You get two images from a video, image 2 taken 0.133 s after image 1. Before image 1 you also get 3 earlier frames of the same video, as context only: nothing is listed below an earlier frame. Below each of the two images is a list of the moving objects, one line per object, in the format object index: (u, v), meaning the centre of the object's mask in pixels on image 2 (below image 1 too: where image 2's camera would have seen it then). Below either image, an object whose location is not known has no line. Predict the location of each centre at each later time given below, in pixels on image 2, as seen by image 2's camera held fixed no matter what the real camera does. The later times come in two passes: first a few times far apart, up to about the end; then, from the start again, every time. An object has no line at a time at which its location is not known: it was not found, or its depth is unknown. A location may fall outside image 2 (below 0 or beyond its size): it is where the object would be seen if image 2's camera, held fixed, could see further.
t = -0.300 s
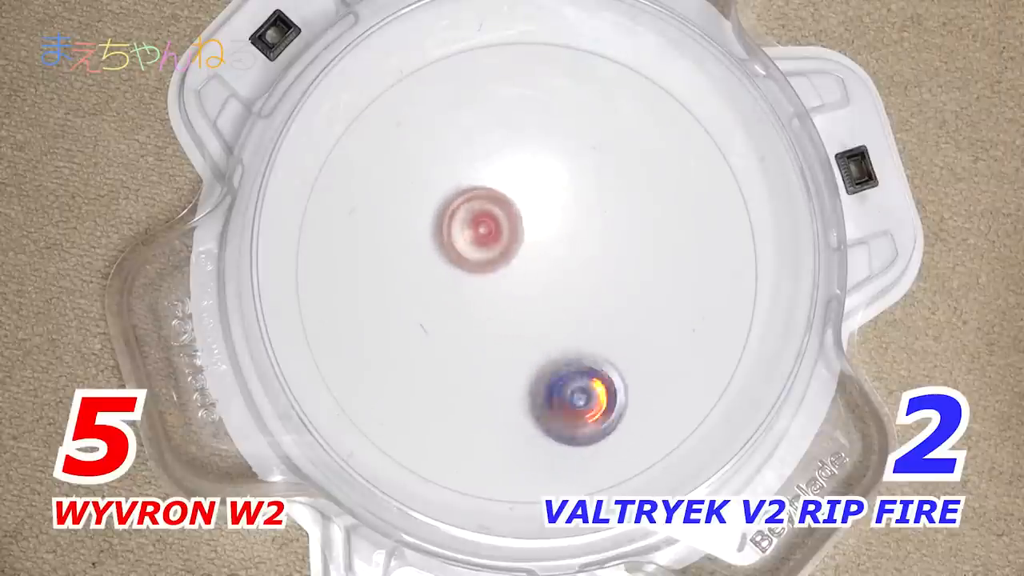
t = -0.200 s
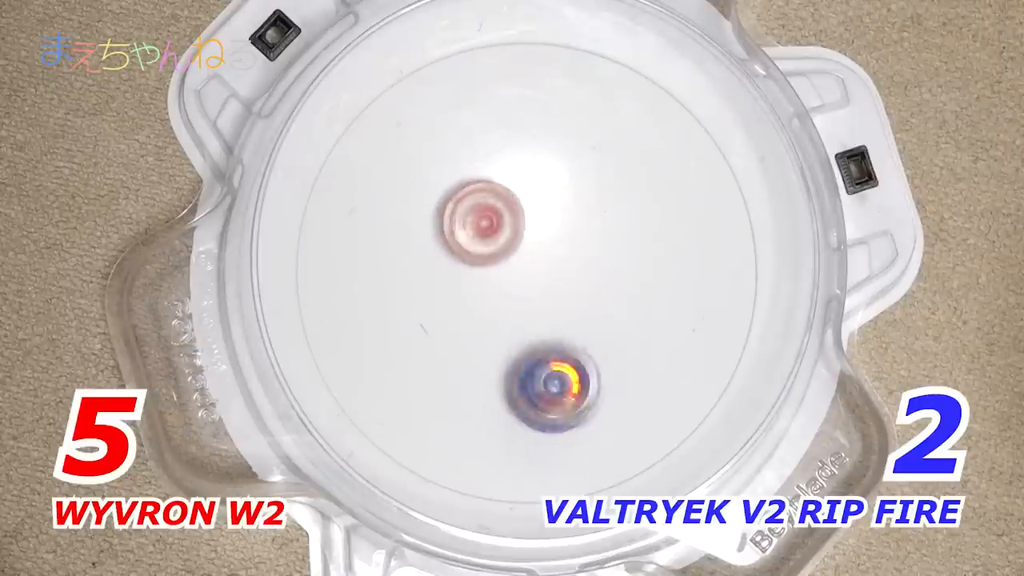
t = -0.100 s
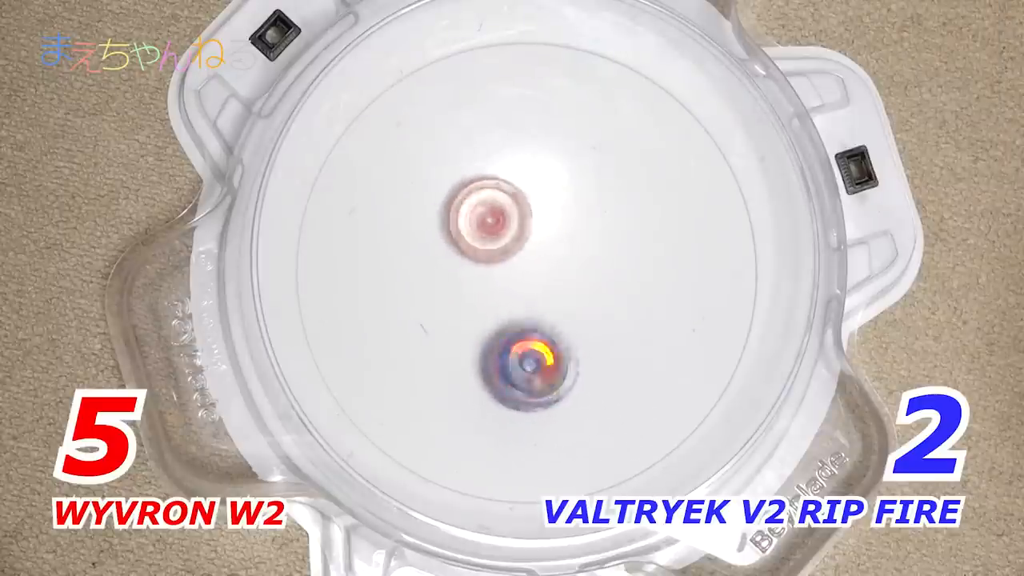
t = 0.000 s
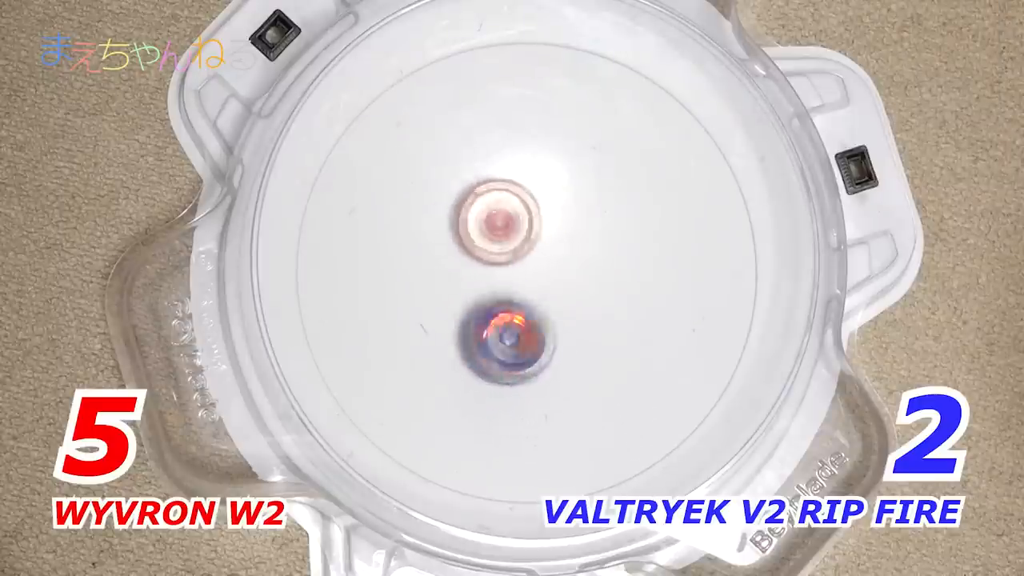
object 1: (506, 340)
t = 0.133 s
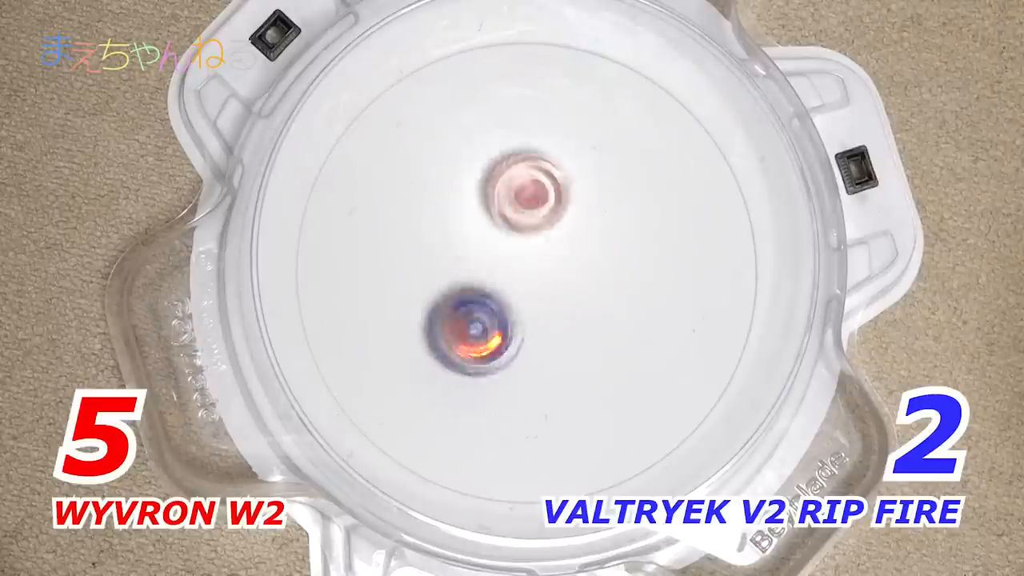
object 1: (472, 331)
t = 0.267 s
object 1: (451, 304)
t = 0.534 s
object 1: (456, 239)
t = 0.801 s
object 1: (473, 177)
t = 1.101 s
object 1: (503, 178)
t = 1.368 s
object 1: (543, 235)
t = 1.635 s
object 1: (564, 293)
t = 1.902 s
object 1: (545, 345)
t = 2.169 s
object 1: (506, 351)
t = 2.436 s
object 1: (461, 303)
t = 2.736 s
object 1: (460, 253)
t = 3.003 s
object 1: (510, 194)
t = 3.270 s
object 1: (570, 215)
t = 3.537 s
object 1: (620, 234)
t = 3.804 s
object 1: (580, 284)
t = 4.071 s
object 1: (574, 344)
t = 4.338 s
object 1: (566, 323)
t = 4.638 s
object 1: (551, 371)
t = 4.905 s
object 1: (567, 332)
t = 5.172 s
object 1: (541, 336)
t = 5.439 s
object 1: (549, 331)
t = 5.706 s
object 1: (544, 350)
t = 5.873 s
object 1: (536, 354)
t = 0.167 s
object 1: (464, 328)
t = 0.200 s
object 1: (456, 321)
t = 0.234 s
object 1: (453, 314)
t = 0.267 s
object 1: (451, 304)
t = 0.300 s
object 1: (449, 297)
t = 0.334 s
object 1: (447, 288)
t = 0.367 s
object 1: (447, 281)
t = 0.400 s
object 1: (447, 272)
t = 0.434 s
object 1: (448, 263)
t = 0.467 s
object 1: (450, 255)
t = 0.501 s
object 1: (454, 246)
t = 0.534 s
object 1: (456, 239)
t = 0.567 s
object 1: (461, 231)
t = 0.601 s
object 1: (466, 224)
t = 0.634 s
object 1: (472, 217)
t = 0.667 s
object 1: (477, 211)
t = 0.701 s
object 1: (474, 199)
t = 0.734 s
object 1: (472, 190)
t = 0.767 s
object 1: (472, 183)
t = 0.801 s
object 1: (473, 177)
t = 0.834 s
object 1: (474, 171)
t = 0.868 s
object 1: (475, 166)
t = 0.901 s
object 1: (478, 163)
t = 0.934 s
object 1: (479, 161)
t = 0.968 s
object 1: (484, 162)
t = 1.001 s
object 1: (488, 163)
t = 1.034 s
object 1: (492, 168)
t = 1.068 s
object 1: (498, 172)
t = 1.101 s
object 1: (503, 178)
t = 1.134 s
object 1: (509, 184)
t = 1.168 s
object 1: (513, 189)
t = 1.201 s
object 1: (519, 198)
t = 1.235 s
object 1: (524, 203)
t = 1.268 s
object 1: (529, 212)
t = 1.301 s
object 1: (533, 219)
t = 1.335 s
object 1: (536, 227)
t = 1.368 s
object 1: (543, 235)
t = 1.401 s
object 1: (548, 242)
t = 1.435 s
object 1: (552, 248)
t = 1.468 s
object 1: (555, 256)
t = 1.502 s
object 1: (559, 263)
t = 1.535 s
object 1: (561, 271)
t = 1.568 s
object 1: (563, 278)
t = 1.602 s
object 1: (563, 286)
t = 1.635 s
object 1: (564, 293)
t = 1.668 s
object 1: (564, 301)
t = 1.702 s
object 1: (563, 308)
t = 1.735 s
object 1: (561, 315)
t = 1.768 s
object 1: (560, 322)
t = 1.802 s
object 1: (556, 329)
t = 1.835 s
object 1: (553, 334)
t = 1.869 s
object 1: (549, 340)
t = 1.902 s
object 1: (545, 345)
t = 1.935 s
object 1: (540, 349)
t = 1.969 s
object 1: (536, 353)
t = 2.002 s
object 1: (530, 355)
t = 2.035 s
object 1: (525, 357)
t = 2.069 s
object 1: (519, 357)
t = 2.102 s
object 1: (515, 357)
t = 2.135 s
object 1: (510, 354)
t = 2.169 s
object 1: (506, 351)
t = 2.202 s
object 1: (500, 347)
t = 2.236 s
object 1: (497, 343)
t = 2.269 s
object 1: (492, 337)
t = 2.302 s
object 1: (490, 332)
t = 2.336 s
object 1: (486, 325)
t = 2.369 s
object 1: (478, 318)
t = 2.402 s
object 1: (467, 309)
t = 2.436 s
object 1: (461, 303)
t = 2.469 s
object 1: (458, 300)
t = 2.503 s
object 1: (455, 295)
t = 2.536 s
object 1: (452, 289)
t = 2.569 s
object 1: (451, 282)
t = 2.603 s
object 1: (452, 276)
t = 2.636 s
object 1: (451, 270)
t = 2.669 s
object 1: (454, 263)
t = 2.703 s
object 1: (456, 258)
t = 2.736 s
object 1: (460, 253)
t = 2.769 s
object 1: (464, 249)
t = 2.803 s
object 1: (470, 244)
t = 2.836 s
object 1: (474, 234)
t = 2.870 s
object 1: (480, 215)
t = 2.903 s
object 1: (486, 204)
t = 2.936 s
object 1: (495, 196)
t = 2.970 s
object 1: (503, 195)
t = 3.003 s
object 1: (510, 194)
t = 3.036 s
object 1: (519, 194)
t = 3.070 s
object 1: (529, 196)
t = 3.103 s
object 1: (539, 197)
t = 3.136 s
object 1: (546, 201)
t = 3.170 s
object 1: (553, 204)
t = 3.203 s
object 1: (560, 206)
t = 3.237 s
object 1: (565, 210)
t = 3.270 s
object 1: (570, 215)
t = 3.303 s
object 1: (576, 217)
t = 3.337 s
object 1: (582, 220)
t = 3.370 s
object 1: (587, 223)
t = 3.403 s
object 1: (600, 220)
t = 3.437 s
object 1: (612, 224)
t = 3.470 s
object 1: (617, 227)
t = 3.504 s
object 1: (621, 231)
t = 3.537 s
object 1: (620, 234)
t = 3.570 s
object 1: (619, 242)
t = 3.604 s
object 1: (614, 248)
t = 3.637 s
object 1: (609, 254)
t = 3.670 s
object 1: (606, 259)
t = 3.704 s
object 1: (601, 269)
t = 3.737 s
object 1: (593, 273)
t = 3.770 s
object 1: (586, 279)
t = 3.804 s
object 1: (580, 284)
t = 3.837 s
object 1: (573, 291)
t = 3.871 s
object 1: (565, 295)
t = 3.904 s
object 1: (571, 308)
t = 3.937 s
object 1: (574, 320)
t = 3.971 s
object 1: (576, 331)
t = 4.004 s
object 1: (576, 337)
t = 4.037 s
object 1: (575, 344)
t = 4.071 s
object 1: (574, 344)
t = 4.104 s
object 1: (572, 343)
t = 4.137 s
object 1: (571, 340)
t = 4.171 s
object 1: (572, 336)
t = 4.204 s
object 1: (574, 333)
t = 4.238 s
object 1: (574, 331)
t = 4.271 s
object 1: (572, 329)
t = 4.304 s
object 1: (569, 326)
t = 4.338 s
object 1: (566, 323)
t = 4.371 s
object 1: (564, 334)
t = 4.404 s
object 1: (558, 348)
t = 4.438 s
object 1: (552, 361)
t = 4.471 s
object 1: (551, 368)
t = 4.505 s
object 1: (554, 372)
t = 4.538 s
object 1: (556, 373)
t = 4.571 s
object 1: (556, 373)
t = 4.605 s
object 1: (554, 372)
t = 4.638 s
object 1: (551, 371)
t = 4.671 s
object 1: (547, 367)
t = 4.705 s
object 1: (544, 360)
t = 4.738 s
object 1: (543, 351)
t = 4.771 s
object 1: (547, 343)
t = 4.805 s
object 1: (553, 336)
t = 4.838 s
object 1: (560, 332)
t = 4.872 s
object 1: (565, 331)
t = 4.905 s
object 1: (567, 332)
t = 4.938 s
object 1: (566, 331)
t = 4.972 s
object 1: (565, 330)
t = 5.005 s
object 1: (561, 329)
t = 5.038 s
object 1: (556, 328)
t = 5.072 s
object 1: (551, 330)
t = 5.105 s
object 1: (546, 331)
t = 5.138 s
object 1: (542, 334)
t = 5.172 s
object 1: (541, 336)
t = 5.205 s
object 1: (540, 337)
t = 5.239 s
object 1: (540, 337)
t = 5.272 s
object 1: (541, 336)
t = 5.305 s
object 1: (542, 334)
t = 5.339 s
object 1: (544, 331)
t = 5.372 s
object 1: (547, 330)
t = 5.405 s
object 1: (549, 330)
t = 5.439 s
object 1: (549, 331)
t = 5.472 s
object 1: (548, 330)
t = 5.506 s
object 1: (545, 338)
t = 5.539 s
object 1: (545, 345)
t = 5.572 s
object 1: (546, 349)
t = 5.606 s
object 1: (548, 349)
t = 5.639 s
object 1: (548, 349)
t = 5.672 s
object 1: (547, 348)
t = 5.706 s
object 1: (544, 350)
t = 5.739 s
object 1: (540, 349)
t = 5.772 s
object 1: (538, 347)
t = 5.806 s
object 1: (537, 353)
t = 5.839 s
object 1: (537, 354)
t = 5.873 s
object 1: (536, 354)
